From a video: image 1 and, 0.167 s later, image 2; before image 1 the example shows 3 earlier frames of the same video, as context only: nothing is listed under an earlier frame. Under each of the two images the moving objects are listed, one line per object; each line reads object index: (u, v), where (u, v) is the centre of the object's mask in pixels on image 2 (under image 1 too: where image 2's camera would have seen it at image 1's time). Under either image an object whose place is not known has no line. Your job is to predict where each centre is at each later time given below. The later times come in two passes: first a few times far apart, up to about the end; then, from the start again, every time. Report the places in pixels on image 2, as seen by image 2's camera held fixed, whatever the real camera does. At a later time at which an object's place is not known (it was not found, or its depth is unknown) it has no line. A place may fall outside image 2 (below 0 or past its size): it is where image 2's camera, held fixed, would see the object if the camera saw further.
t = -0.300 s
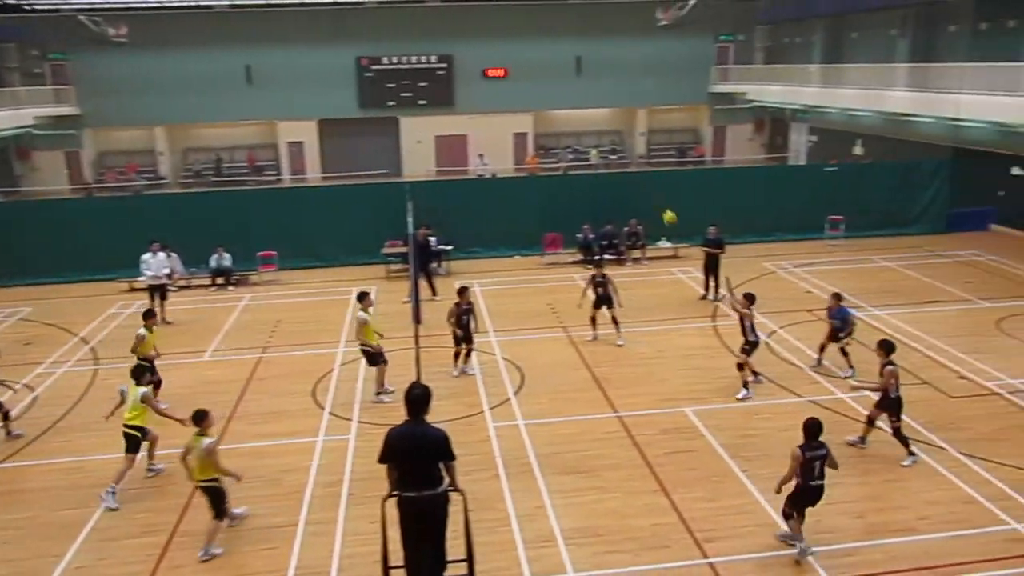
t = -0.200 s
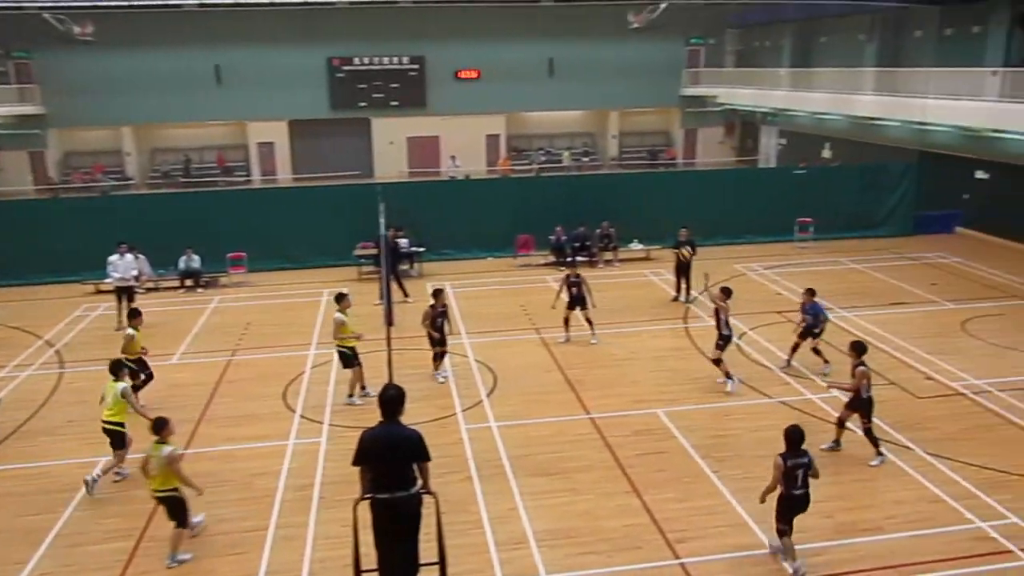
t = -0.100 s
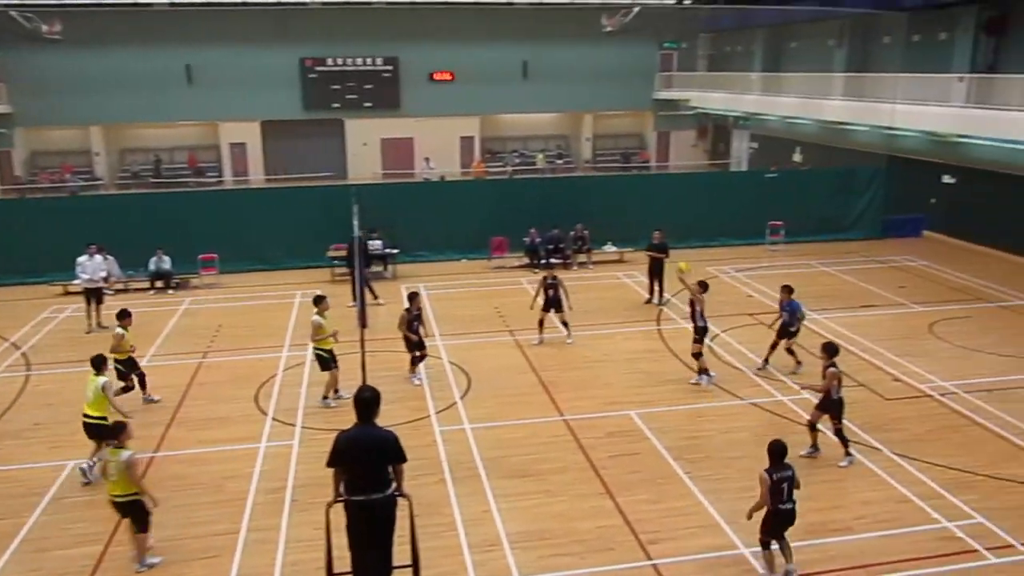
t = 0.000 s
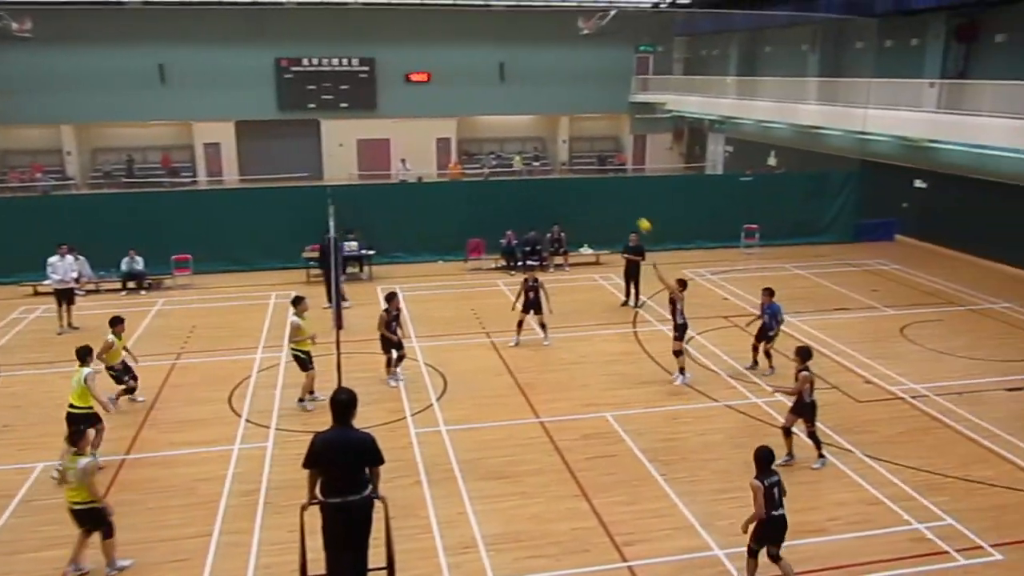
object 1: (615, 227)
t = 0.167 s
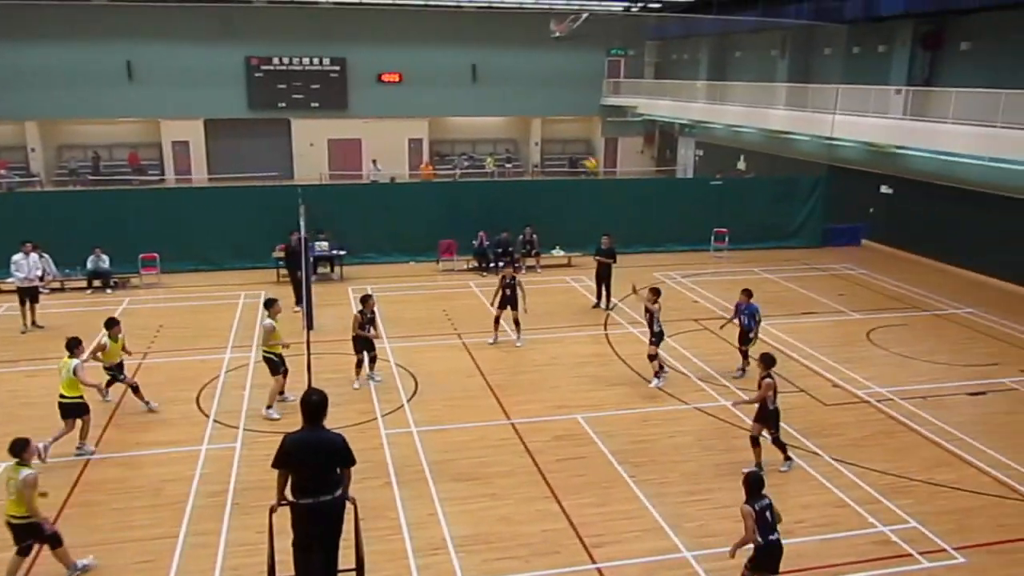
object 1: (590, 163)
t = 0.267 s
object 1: (576, 134)
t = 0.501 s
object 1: (539, 88)
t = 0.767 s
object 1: (496, 78)
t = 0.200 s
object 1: (585, 155)
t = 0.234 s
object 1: (581, 145)
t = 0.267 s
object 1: (576, 134)
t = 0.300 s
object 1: (570, 125)
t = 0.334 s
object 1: (565, 118)
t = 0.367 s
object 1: (560, 110)
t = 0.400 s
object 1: (555, 104)
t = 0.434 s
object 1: (550, 99)
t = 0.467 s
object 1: (545, 92)
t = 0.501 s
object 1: (539, 88)
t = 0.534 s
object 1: (534, 84)
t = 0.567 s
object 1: (529, 81)
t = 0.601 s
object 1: (523, 79)
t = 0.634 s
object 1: (517, 77)
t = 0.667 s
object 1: (512, 77)
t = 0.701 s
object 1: (507, 76)
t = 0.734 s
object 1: (501, 77)
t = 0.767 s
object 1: (496, 78)
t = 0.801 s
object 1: (491, 80)
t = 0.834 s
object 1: (485, 82)
